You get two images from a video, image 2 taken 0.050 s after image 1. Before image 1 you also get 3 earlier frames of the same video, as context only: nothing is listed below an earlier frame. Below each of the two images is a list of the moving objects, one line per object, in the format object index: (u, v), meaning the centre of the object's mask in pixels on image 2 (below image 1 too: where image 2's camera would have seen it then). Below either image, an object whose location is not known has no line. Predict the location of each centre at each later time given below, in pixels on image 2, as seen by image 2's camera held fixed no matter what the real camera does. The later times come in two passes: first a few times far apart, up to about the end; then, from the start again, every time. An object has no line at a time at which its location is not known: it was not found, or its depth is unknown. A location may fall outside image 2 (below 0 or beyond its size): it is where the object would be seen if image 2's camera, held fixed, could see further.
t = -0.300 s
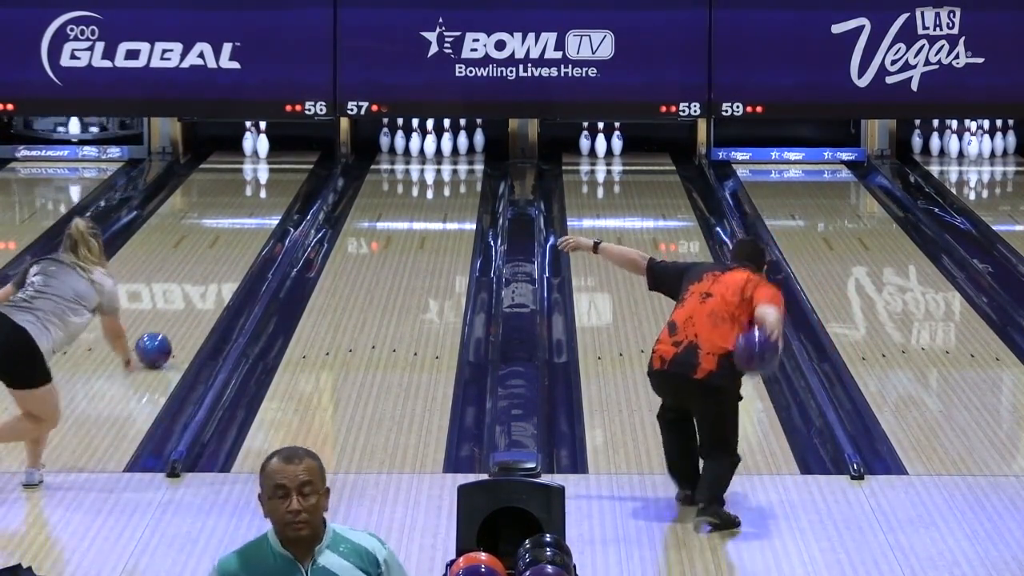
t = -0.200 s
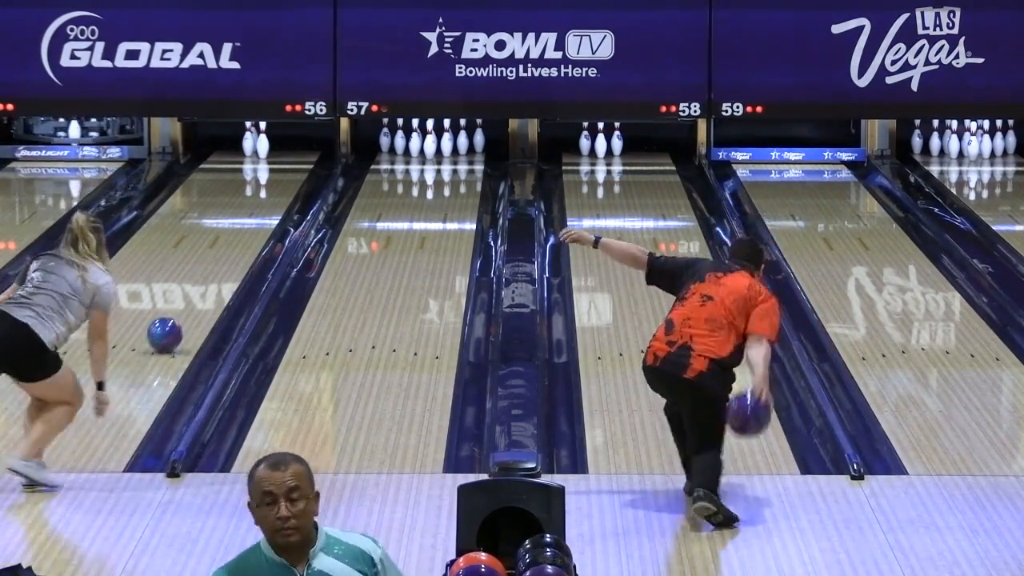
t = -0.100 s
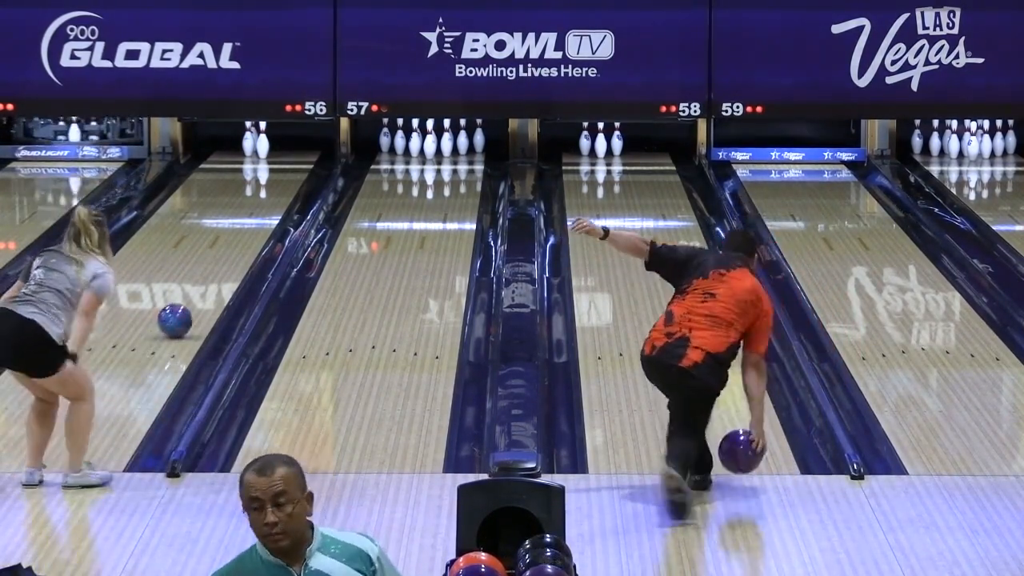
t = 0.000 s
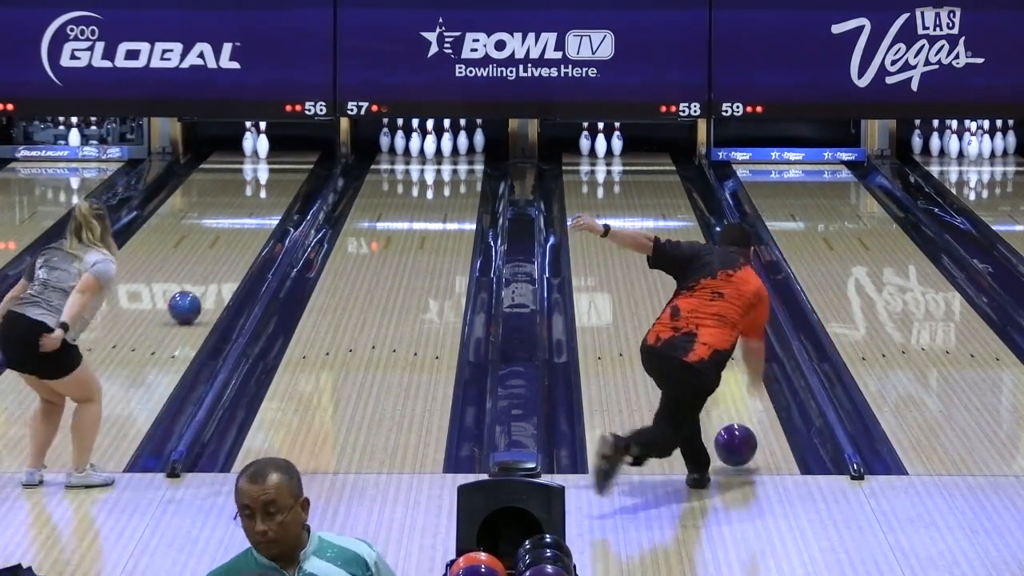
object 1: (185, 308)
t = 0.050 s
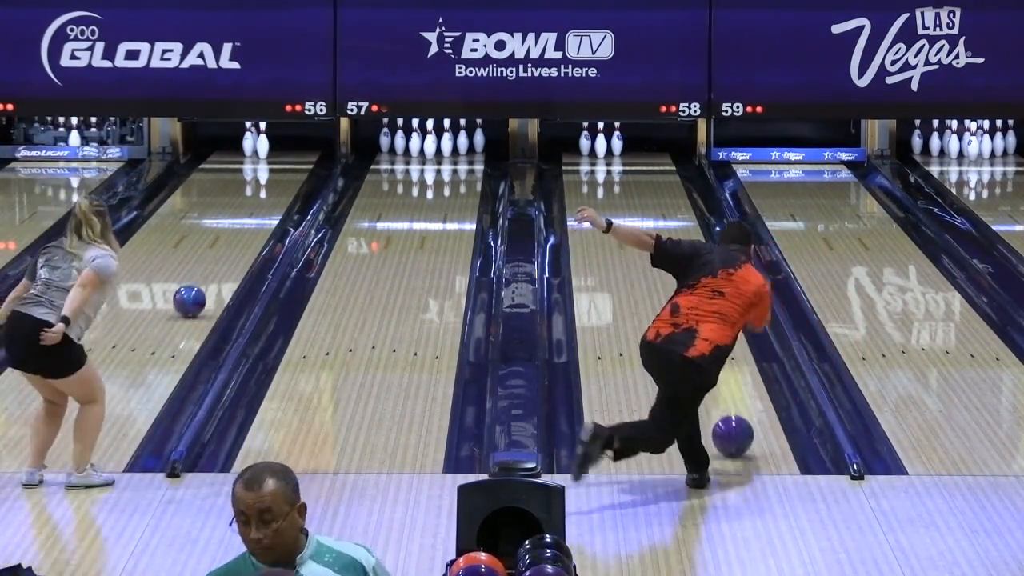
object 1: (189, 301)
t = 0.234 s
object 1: (205, 279)
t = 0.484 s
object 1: (223, 252)
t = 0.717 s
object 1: (238, 230)
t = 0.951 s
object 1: (250, 210)
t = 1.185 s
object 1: (259, 193)
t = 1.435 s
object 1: (265, 177)
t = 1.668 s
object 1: (265, 165)
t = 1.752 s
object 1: (263, 161)
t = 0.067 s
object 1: (191, 299)
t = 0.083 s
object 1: (192, 297)
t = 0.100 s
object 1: (194, 295)
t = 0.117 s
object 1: (195, 293)
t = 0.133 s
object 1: (197, 291)
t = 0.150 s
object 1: (198, 289)
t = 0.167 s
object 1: (199, 287)
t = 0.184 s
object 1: (201, 285)
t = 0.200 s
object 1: (202, 283)
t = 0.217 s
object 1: (204, 281)
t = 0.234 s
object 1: (205, 279)
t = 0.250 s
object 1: (206, 277)
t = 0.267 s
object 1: (208, 275)
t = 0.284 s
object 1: (209, 273)
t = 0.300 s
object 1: (210, 271)
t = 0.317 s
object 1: (212, 270)
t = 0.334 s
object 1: (213, 268)
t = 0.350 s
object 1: (214, 266)
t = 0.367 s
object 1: (215, 264)
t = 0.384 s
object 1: (217, 262)
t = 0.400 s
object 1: (218, 261)
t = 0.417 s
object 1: (219, 259)
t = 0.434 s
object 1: (220, 257)
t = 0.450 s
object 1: (221, 255)
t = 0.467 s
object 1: (222, 254)
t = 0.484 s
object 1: (223, 252)
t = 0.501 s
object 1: (224, 251)
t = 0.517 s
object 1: (226, 249)
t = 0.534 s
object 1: (227, 247)
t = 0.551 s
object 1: (228, 246)
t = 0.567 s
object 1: (229, 244)
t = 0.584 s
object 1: (230, 243)
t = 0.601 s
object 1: (231, 241)
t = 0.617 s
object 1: (232, 239)
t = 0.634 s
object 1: (233, 238)
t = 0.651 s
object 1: (234, 236)
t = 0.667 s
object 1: (235, 235)
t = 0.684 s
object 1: (236, 234)
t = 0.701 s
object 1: (237, 232)
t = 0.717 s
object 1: (238, 230)
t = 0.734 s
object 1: (239, 229)
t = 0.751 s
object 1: (240, 227)
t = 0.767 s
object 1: (241, 226)
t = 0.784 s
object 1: (242, 225)
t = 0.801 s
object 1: (243, 223)
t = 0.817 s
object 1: (243, 221)
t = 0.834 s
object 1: (244, 220)
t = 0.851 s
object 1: (245, 219)
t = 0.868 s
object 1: (246, 217)
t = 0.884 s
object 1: (247, 215)
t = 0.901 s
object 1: (248, 214)
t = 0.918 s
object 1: (249, 213)
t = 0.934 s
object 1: (249, 212)
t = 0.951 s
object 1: (250, 210)
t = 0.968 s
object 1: (251, 209)
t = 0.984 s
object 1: (251, 207)
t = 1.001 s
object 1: (252, 206)
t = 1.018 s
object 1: (253, 205)
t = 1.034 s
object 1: (254, 204)
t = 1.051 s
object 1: (254, 203)
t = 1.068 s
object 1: (255, 202)
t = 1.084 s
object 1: (256, 201)
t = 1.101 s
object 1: (256, 199)
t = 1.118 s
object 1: (257, 198)
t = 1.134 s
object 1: (257, 197)
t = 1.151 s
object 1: (258, 196)
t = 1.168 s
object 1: (258, 194)
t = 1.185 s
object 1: (259, 193)
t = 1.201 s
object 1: (259, 192)
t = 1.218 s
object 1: (260, 191)
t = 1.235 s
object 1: (261, 190)
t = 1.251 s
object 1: (261, 189)
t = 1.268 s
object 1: (261, 188)
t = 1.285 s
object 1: (262, 187)
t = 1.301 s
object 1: (262, 186)
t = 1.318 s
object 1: (262, 185)
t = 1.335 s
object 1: (262, 184)
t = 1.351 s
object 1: (263, 182)
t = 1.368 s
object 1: (263, 182)
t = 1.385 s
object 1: (264, 180)
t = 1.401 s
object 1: (264, 179)
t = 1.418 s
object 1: (264, 178)
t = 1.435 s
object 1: (265, 177)
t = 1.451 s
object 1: (265, 177)
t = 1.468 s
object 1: (265, 176)
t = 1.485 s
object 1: (265, 174)
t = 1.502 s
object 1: (265, 173)
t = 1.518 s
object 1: (265, 173)
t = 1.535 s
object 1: (265, 171)
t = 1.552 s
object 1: (265, 171)
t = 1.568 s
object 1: (265, 170)
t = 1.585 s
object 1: (265, 169)
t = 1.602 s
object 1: (265, 169)
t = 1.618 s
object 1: (265, 168)
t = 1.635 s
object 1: (265, 166)
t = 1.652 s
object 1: (265, 166)
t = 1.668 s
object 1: (265, 165)
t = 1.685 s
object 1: (264, 164)
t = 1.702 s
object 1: (264, 163)
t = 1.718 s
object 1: (264, 162)
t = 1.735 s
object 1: (264, 162)
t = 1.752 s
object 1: (263, 161)
